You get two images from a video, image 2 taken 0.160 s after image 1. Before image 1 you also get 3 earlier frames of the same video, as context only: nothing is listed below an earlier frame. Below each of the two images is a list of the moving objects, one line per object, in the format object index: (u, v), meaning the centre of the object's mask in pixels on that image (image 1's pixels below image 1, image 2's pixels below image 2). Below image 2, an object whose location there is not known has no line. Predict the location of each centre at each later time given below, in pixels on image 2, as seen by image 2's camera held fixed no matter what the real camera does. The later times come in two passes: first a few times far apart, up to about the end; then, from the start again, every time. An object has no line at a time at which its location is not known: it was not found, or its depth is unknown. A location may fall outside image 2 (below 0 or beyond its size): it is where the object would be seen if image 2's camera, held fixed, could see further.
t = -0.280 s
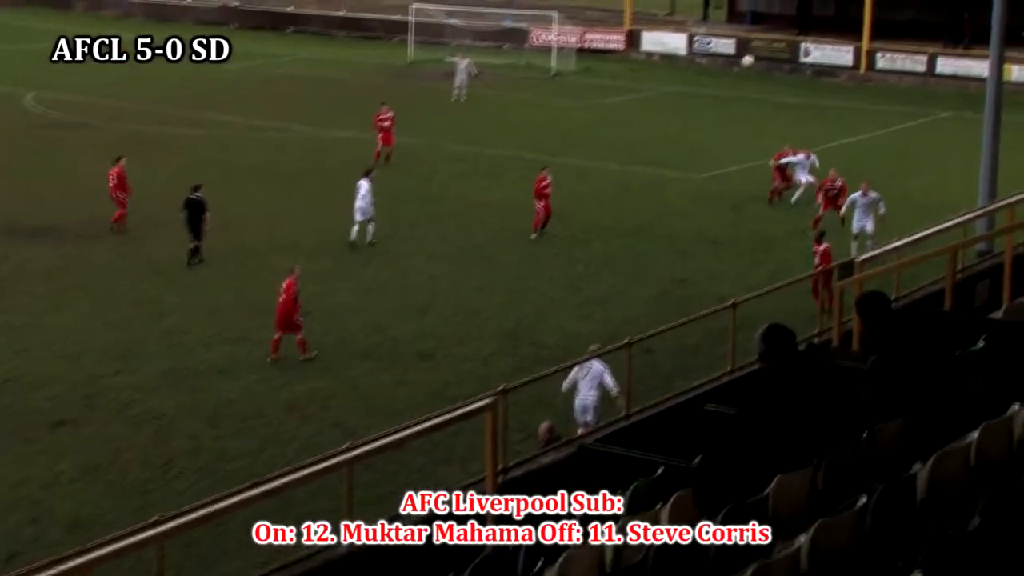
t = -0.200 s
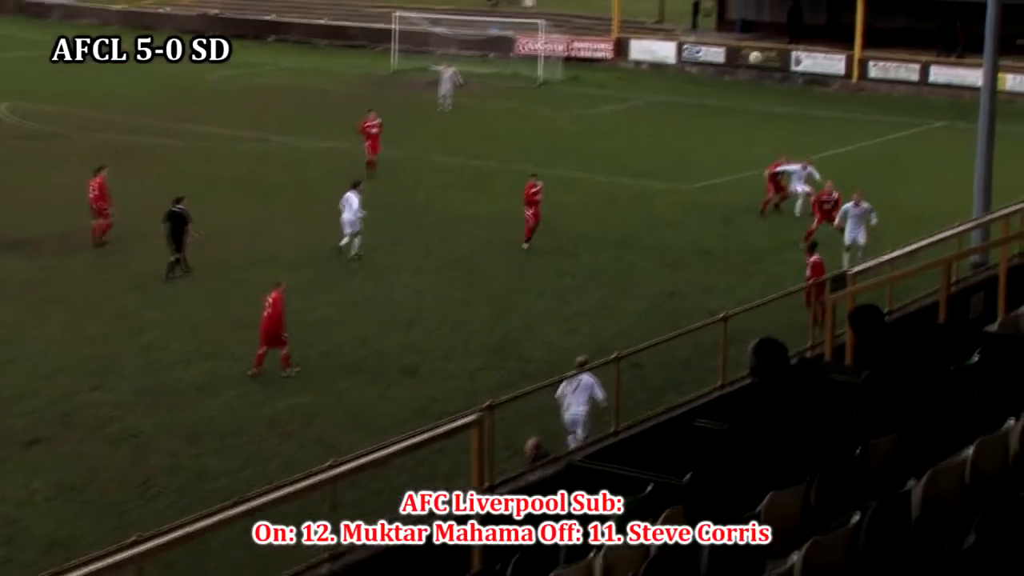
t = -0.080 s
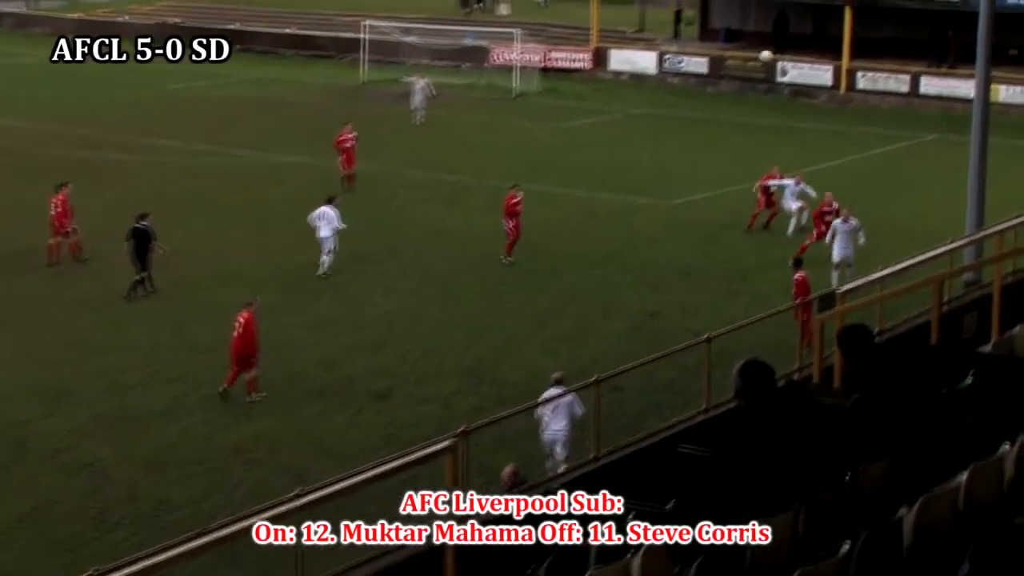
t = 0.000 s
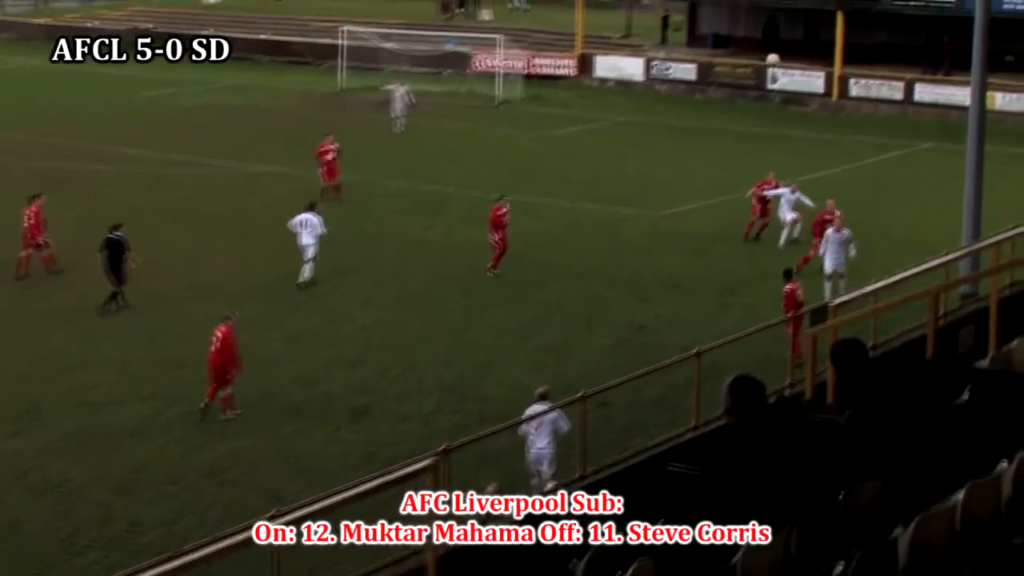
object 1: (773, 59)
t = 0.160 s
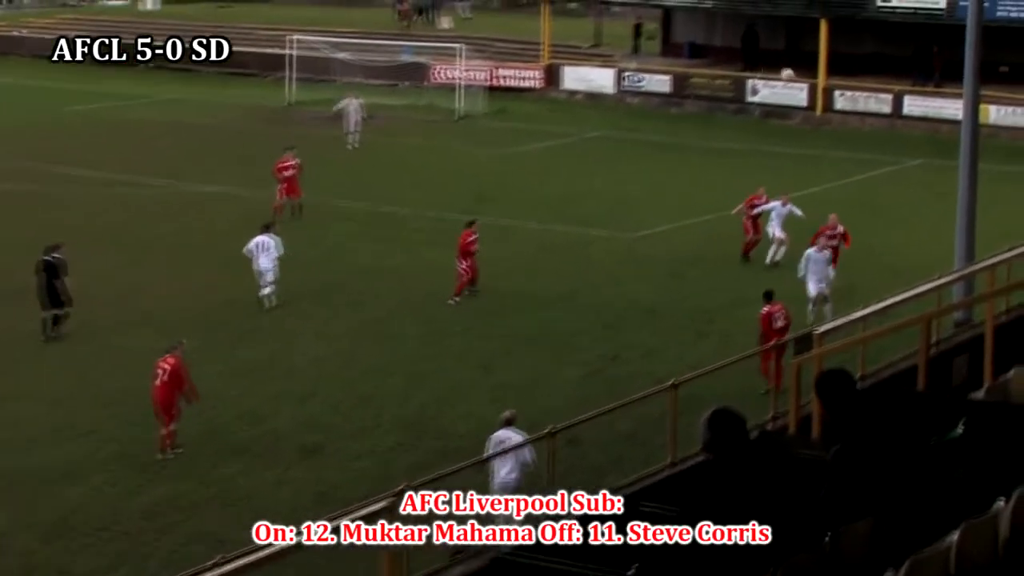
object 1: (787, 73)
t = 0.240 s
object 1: (807, 81)
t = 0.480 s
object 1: (852, 123)
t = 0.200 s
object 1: (797, 78)
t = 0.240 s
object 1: (807, 81)
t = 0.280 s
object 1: (819, 86)
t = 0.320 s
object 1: (828, 92)
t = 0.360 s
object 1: (836, 101)
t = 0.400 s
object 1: (848, 105)
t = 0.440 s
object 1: (844, 116)
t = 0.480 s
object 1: (852, 123)
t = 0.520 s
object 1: (861, 134)
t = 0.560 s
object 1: (870, 143)
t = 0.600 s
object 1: (878, 154)
